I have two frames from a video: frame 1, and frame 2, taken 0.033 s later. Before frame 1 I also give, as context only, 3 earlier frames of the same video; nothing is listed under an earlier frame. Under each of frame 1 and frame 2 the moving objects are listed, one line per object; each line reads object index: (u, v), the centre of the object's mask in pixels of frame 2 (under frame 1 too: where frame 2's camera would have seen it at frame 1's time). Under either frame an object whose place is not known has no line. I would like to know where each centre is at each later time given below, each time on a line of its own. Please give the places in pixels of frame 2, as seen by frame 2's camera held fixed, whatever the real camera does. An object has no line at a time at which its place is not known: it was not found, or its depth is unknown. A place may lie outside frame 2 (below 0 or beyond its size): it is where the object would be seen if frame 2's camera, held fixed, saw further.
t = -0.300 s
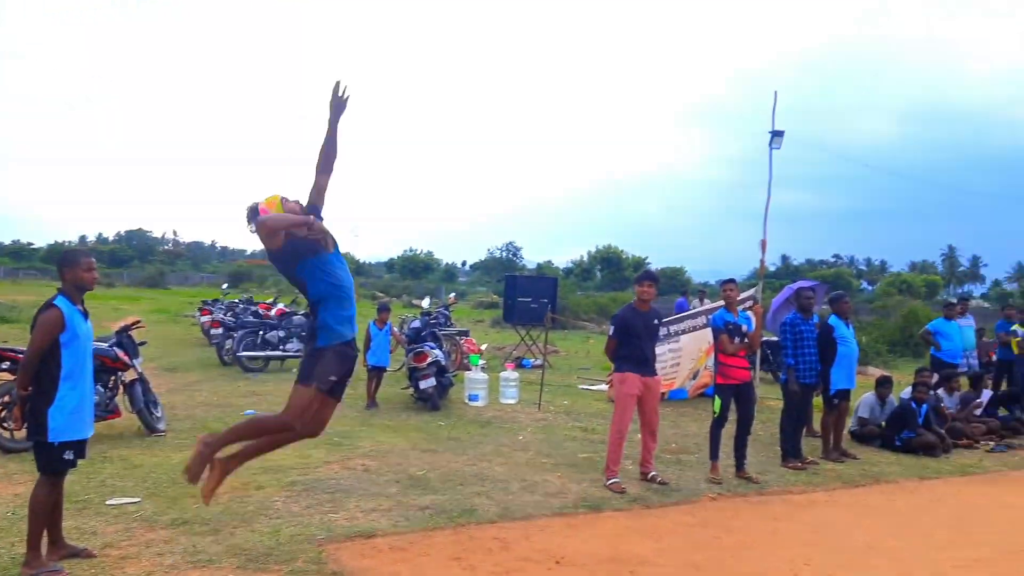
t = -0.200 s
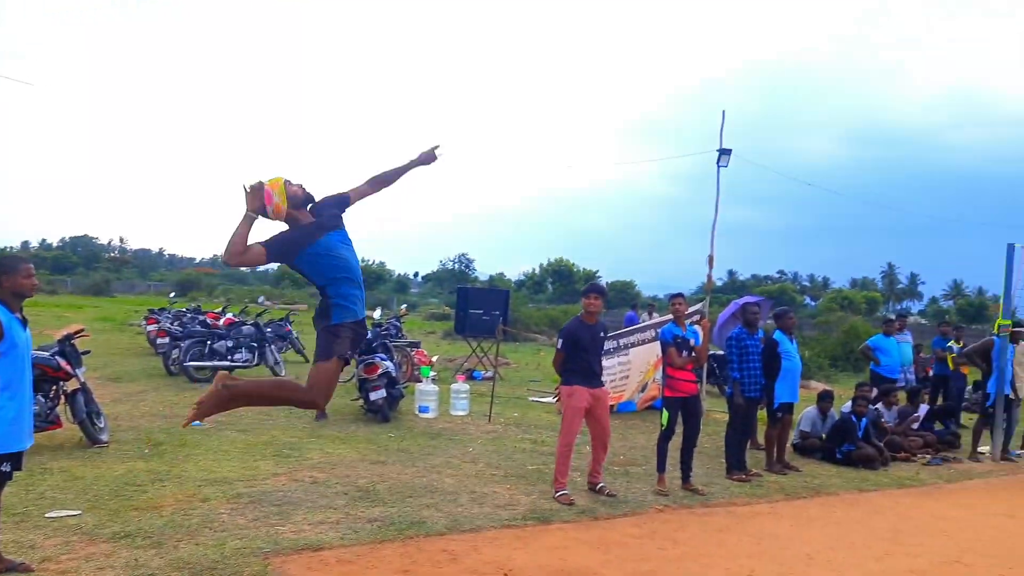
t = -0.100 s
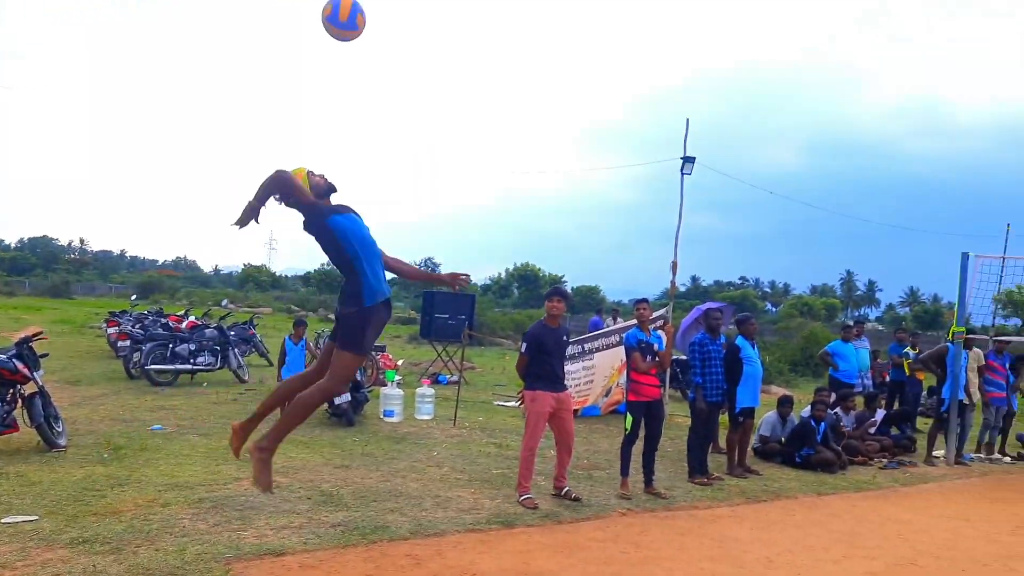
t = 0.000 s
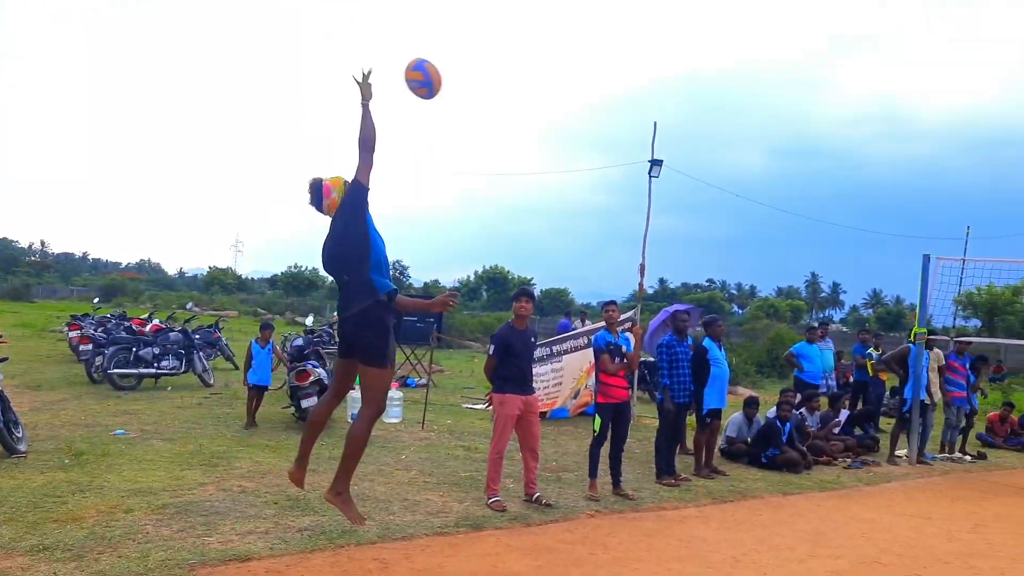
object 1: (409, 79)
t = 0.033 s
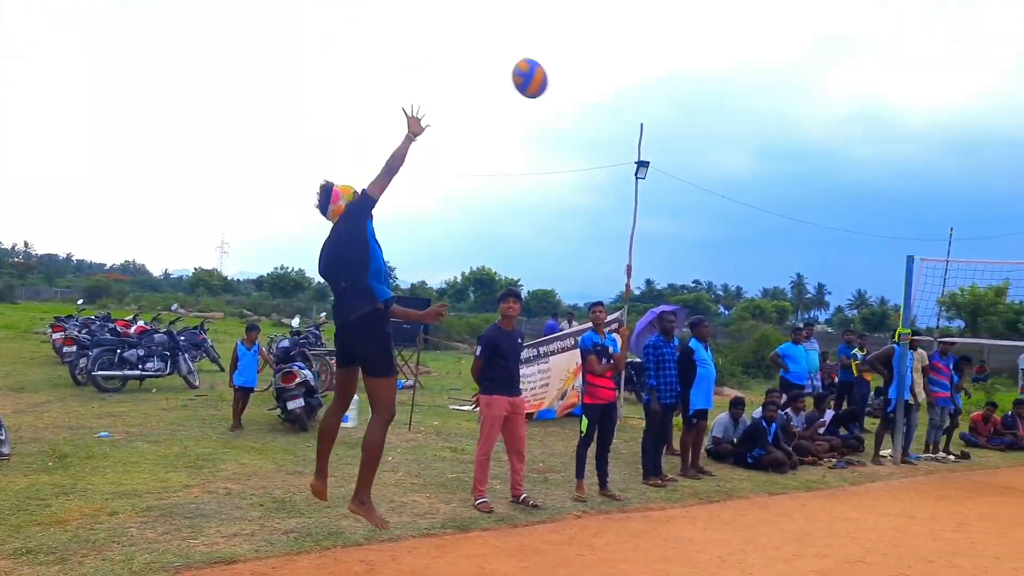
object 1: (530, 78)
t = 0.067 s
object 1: (637, 78)
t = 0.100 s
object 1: (735, 80)
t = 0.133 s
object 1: (825, 84)
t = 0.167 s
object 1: (908, 92)
